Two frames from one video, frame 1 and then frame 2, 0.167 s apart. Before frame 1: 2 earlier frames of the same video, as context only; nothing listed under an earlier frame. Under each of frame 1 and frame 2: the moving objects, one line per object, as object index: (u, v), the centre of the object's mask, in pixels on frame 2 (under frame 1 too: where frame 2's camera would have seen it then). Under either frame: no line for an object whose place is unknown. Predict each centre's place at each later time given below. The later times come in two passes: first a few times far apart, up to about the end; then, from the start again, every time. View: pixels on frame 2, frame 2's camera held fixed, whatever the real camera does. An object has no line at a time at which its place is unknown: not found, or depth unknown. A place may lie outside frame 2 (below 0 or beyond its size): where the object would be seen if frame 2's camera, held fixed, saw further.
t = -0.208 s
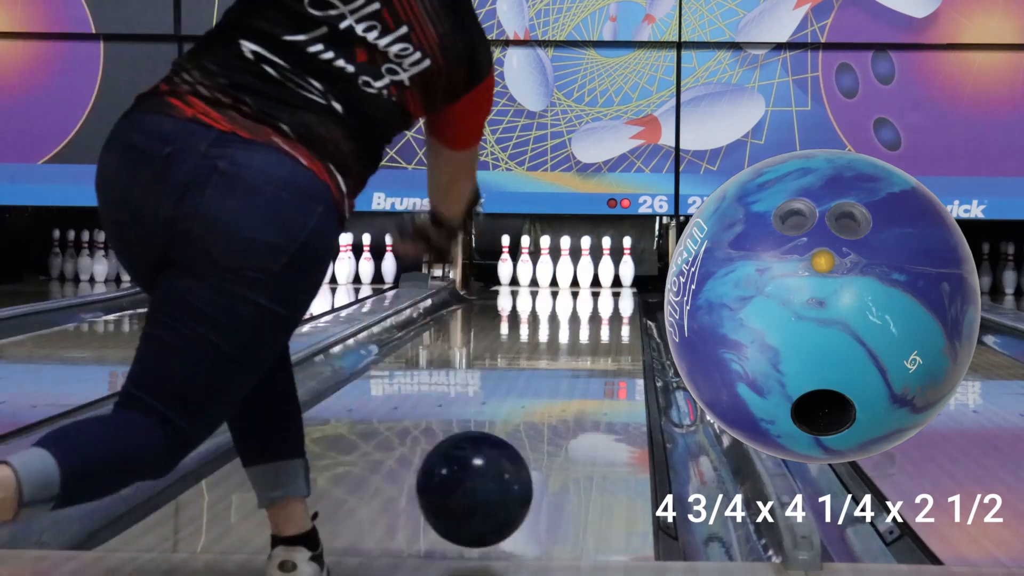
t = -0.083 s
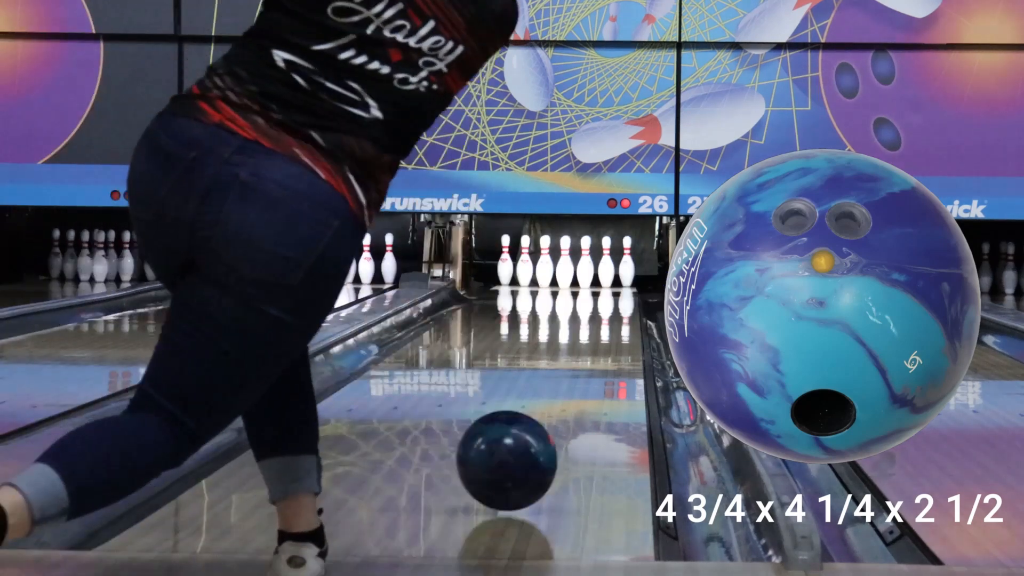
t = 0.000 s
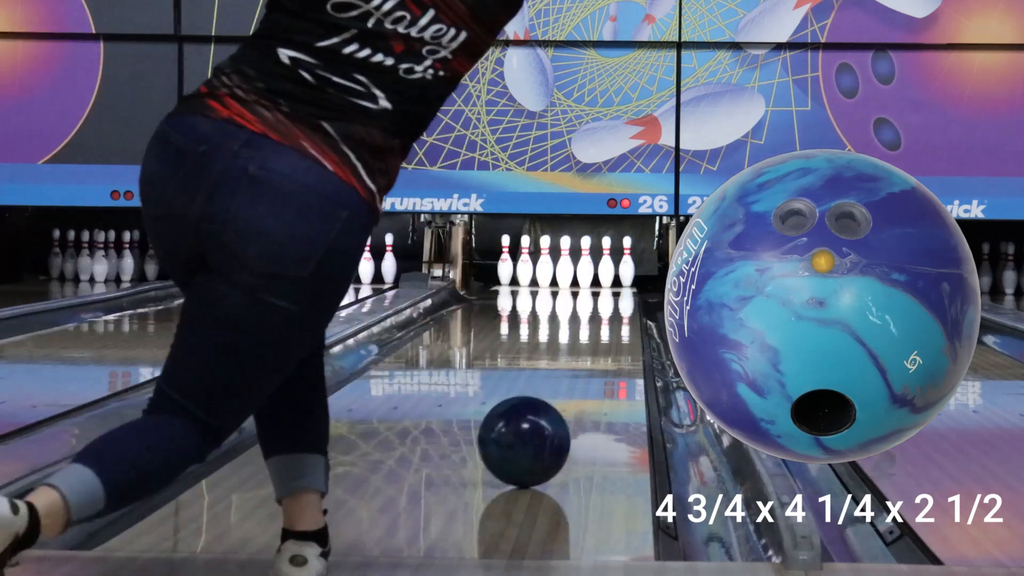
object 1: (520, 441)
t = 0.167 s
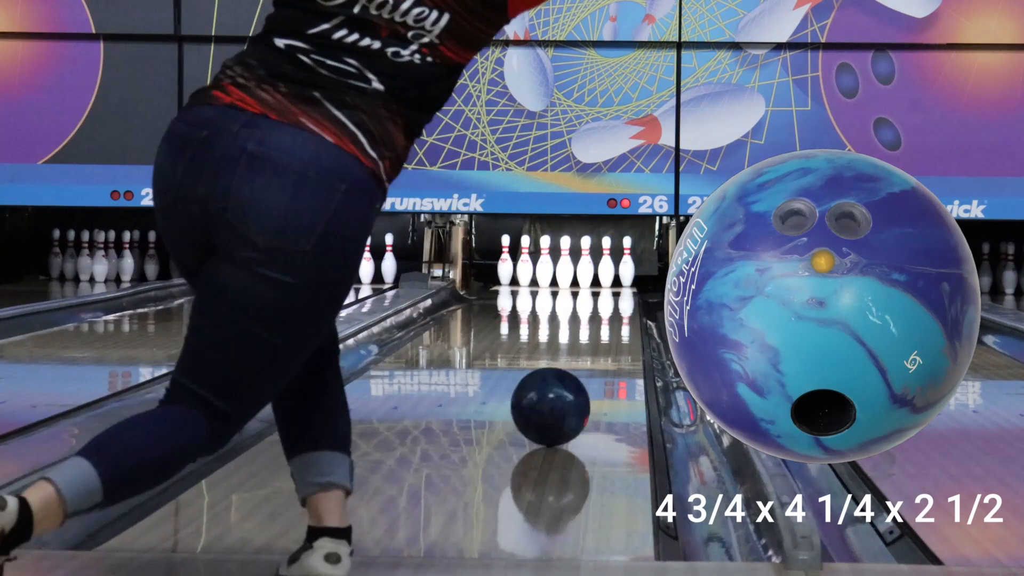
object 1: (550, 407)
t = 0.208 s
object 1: (555, 400)
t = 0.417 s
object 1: (577, 371)
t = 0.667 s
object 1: (594, 345)
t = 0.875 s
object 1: (604, 329)
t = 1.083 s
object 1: (610, 316)
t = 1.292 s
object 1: (614, 305)
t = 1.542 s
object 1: (614, 295)
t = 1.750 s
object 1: (611, 288)
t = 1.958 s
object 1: (604, 283)
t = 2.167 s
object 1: (593, 278)
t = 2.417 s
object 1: (586, 274)
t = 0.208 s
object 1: (555, 400)
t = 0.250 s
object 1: (560, 393)
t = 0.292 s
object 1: (565, 387)
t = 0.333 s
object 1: (569, 381)
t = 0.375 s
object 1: (573, 376)
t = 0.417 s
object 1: (577, 371)
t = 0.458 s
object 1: (580, 366)
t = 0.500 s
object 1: (583, 361)
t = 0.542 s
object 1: (586, 357)
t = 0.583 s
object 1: (589, 353)
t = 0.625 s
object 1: (592, 349)
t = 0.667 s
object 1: (594, 345)
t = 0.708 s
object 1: (597, 342)
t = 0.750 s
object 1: (599, 338)
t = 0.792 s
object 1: (600, 335)
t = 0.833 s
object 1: (602, 332)
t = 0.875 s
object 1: (604, 329)
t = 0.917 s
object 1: (606, 326)
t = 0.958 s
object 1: (607, 323)
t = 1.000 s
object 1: (608, 320)
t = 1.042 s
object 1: (609, 318)
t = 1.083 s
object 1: (610, 316)
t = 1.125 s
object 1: (611, 313)
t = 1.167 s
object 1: (612, 311)
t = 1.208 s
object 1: (613, 309)
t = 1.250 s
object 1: (613, 307)
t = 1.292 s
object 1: (614, 305)
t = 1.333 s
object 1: (614, 304)
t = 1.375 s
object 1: (614, 302)
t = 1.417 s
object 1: (614, 300)
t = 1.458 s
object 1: (615, 298)
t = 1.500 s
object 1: (614, 297)
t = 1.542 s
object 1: (614, 295)
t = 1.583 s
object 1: (614, 294)
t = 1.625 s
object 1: (613, 292)
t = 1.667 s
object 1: (613, 291)
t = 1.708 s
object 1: (612, 290)
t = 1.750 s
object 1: (611, 288)
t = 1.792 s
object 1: (610, 287)
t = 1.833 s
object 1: (609, 286)
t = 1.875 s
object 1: (607, 285)
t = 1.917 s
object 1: (606, 284)
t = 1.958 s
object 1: (604, 283)
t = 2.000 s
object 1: (602, 282)
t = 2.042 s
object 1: (600, 281)
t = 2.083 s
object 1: (598, 280)
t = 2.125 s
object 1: (596, 279)
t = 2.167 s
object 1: (593, 278)
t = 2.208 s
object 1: (590, 278)
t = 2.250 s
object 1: (587, 277)
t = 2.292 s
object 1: (585, 276)
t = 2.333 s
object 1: (583, 275)
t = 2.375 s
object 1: (584, 274)
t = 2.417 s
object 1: (586, 274)
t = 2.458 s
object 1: (588, 273)
